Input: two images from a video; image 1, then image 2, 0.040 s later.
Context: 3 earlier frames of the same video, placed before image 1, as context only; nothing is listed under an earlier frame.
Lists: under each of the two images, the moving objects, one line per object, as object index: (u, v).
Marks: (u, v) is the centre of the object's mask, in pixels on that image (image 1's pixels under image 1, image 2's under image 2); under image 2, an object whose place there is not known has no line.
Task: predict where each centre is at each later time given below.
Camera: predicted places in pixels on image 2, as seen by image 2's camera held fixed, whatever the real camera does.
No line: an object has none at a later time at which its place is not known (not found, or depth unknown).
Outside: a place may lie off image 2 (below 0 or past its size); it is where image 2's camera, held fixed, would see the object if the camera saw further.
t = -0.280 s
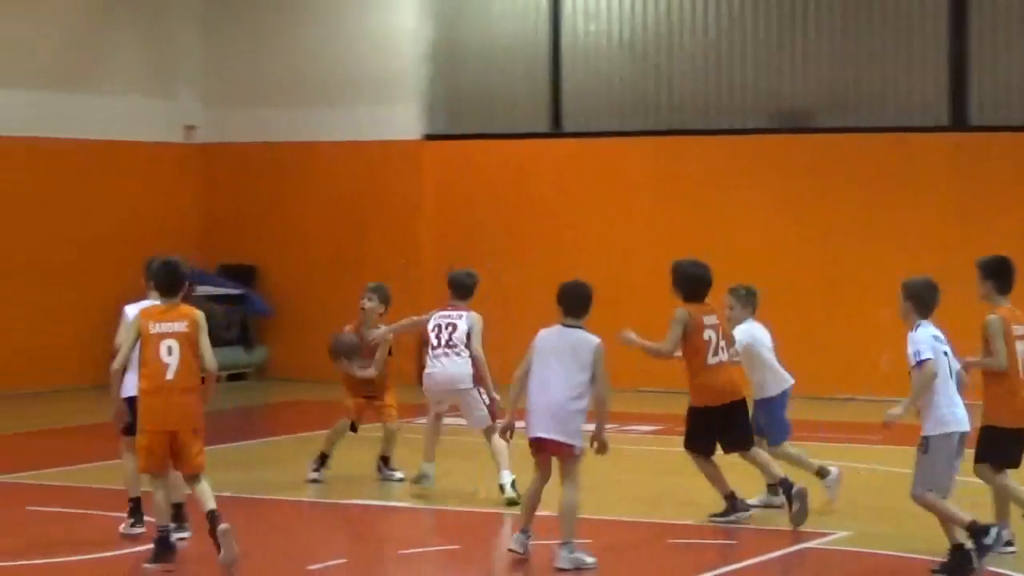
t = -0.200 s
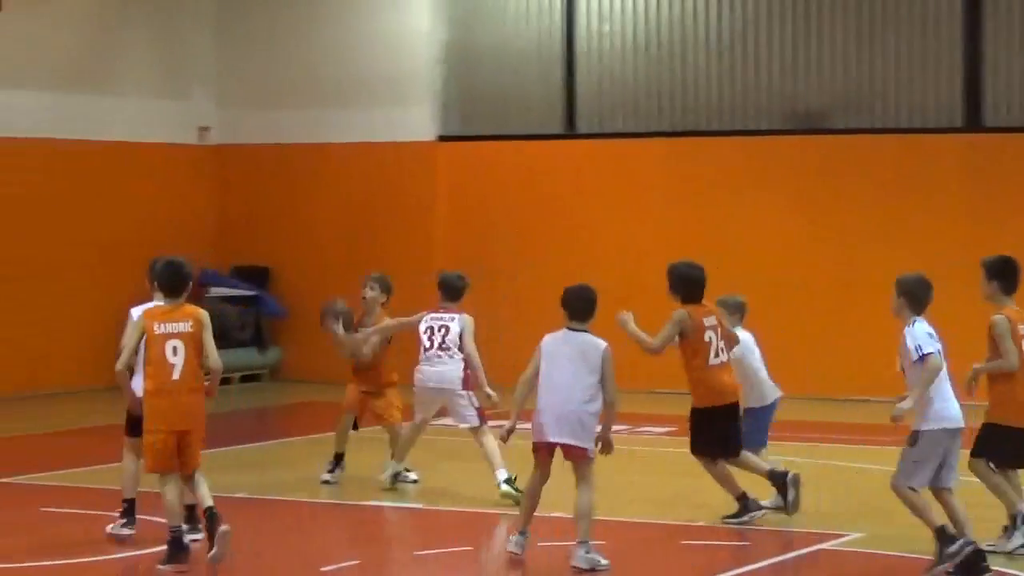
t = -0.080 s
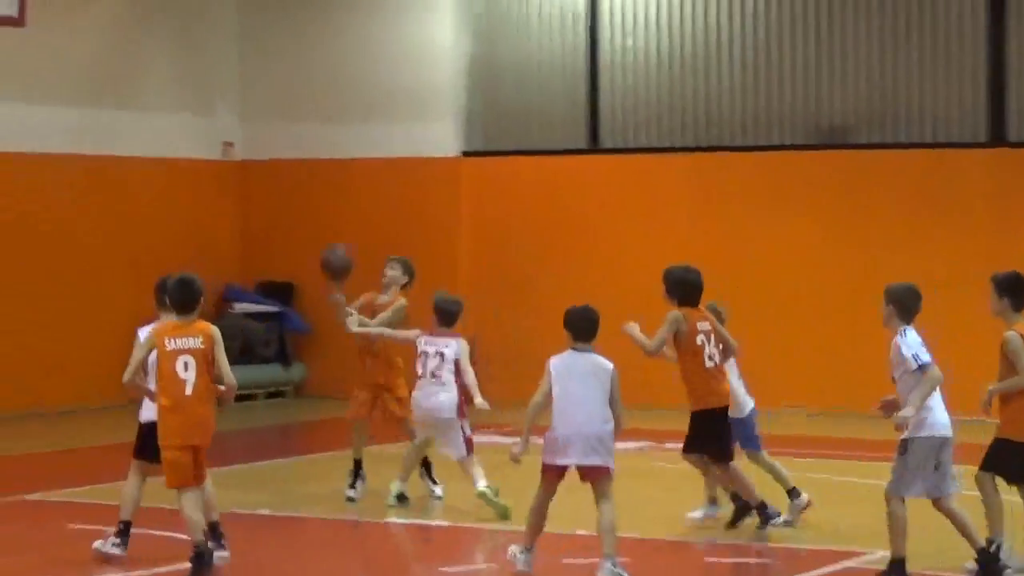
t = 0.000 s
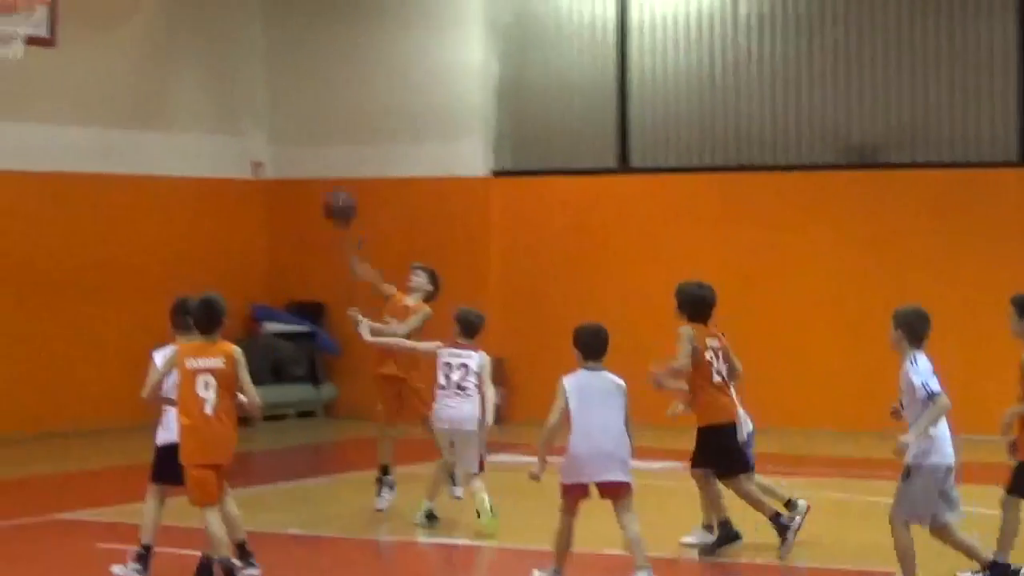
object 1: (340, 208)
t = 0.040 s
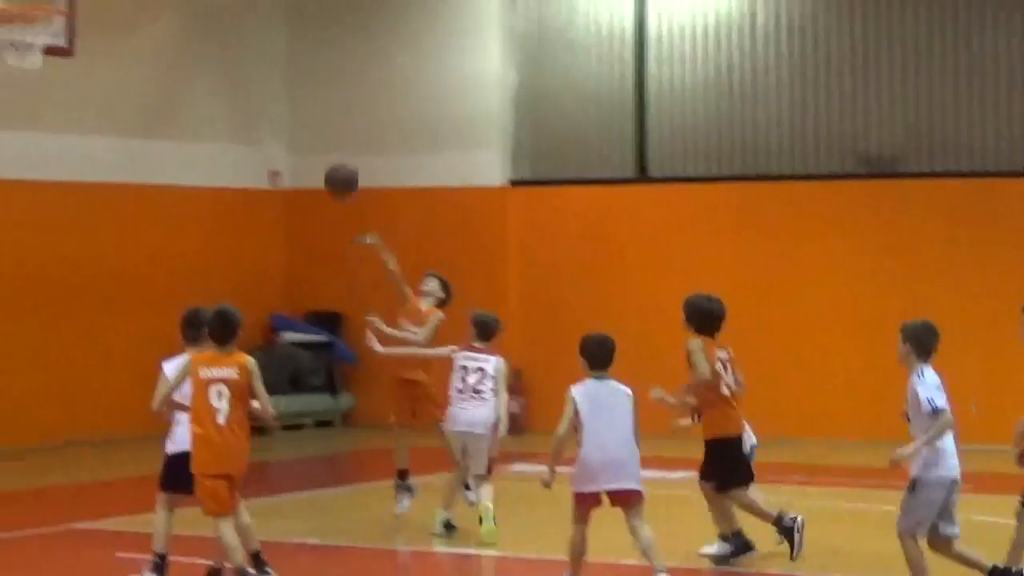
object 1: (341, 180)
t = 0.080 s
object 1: (326, 146)
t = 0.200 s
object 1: (280, 52)
